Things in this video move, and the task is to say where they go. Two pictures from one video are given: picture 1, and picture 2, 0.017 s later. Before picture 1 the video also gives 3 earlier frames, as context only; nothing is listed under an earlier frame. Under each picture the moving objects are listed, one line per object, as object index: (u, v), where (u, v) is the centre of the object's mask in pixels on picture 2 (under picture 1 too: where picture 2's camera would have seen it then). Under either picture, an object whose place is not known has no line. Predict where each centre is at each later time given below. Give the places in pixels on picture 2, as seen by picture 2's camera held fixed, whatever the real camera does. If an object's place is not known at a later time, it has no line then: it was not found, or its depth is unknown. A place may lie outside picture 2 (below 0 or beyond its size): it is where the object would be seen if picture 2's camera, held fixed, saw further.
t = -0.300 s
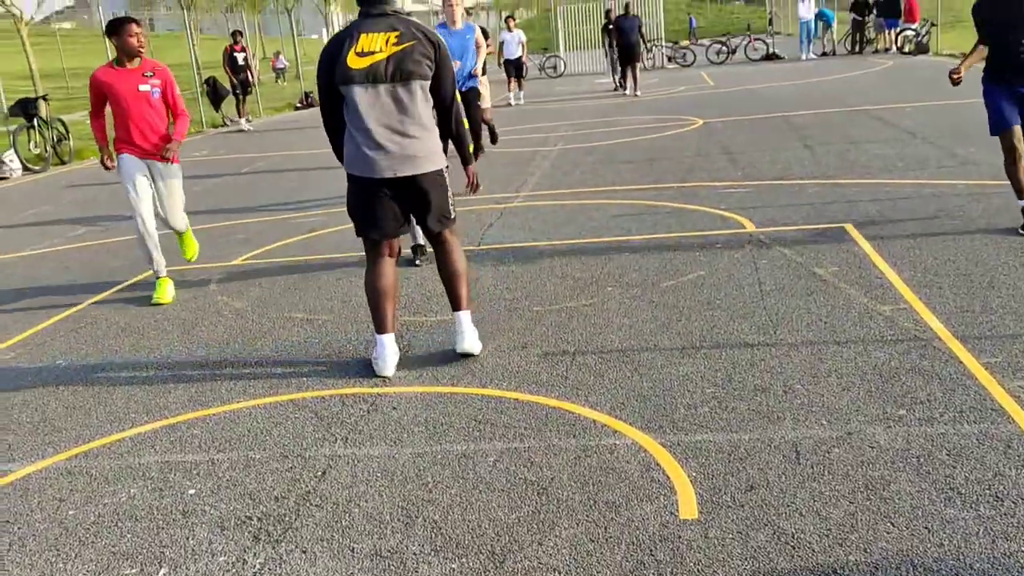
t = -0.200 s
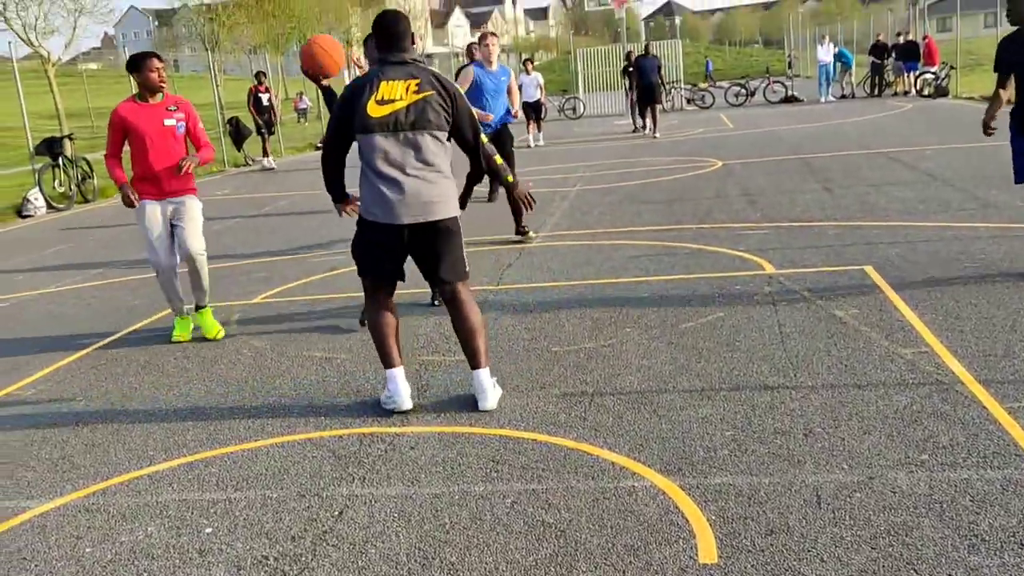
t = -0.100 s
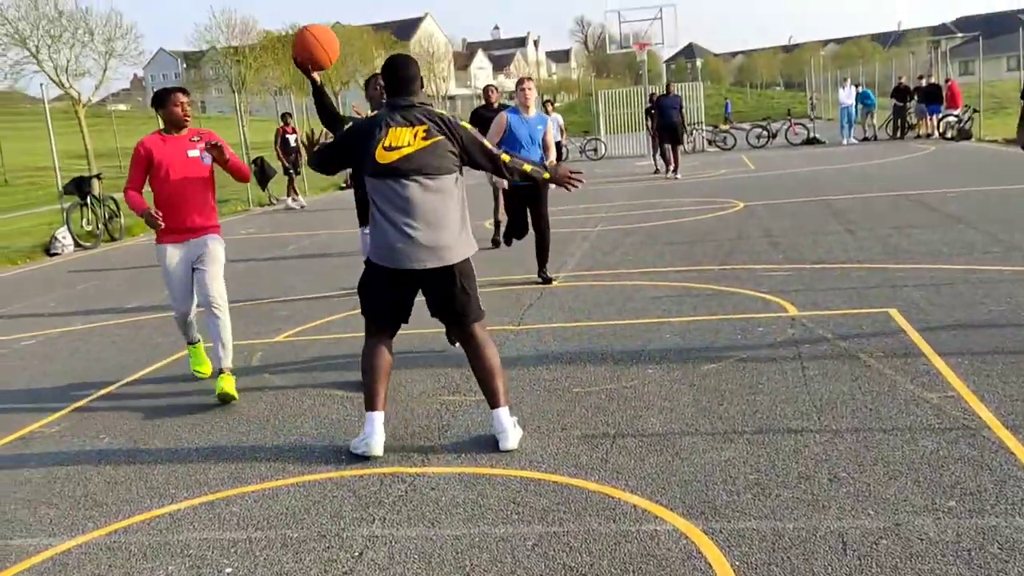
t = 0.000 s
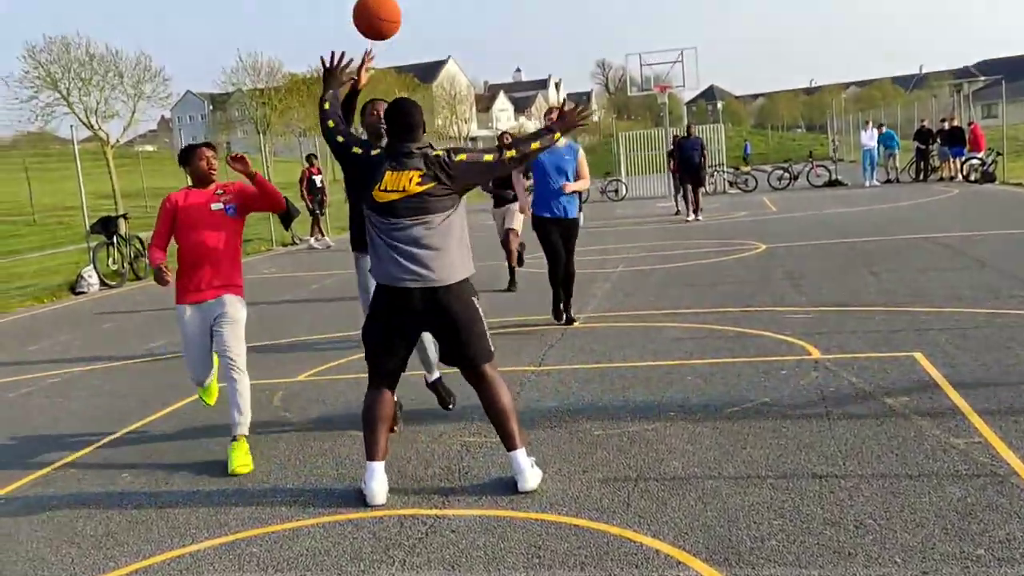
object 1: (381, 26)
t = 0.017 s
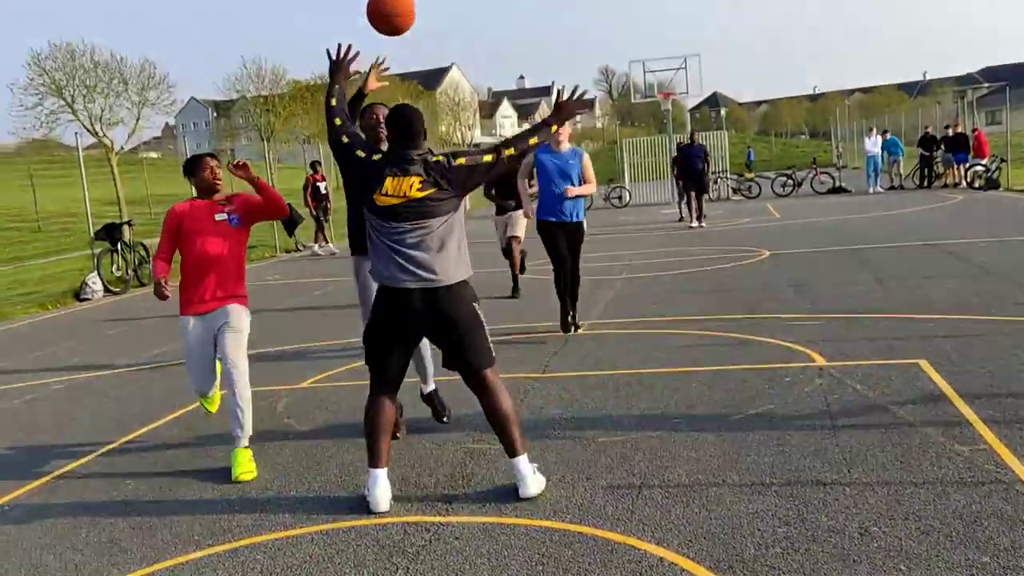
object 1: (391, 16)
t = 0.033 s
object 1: (401, 7)
